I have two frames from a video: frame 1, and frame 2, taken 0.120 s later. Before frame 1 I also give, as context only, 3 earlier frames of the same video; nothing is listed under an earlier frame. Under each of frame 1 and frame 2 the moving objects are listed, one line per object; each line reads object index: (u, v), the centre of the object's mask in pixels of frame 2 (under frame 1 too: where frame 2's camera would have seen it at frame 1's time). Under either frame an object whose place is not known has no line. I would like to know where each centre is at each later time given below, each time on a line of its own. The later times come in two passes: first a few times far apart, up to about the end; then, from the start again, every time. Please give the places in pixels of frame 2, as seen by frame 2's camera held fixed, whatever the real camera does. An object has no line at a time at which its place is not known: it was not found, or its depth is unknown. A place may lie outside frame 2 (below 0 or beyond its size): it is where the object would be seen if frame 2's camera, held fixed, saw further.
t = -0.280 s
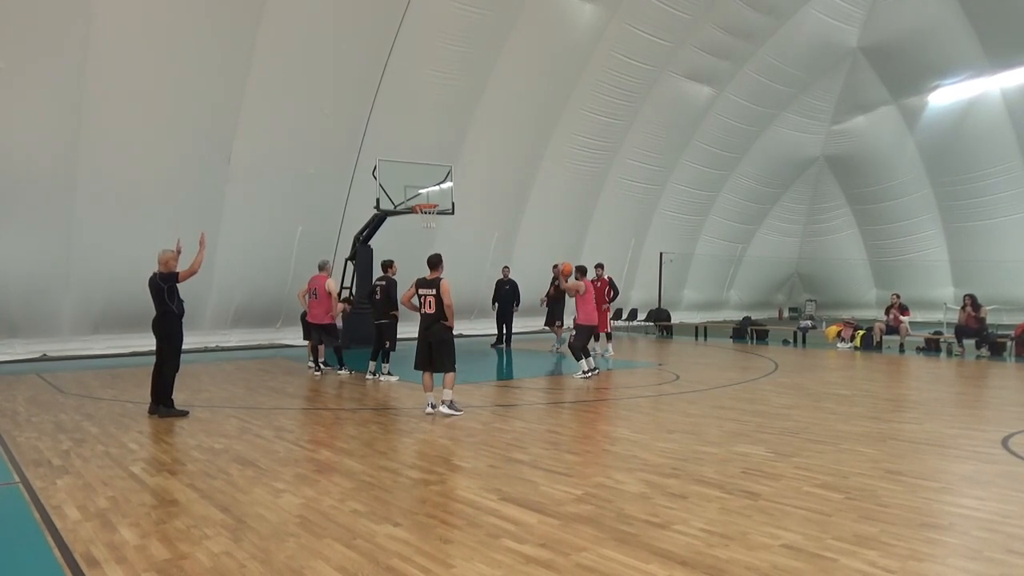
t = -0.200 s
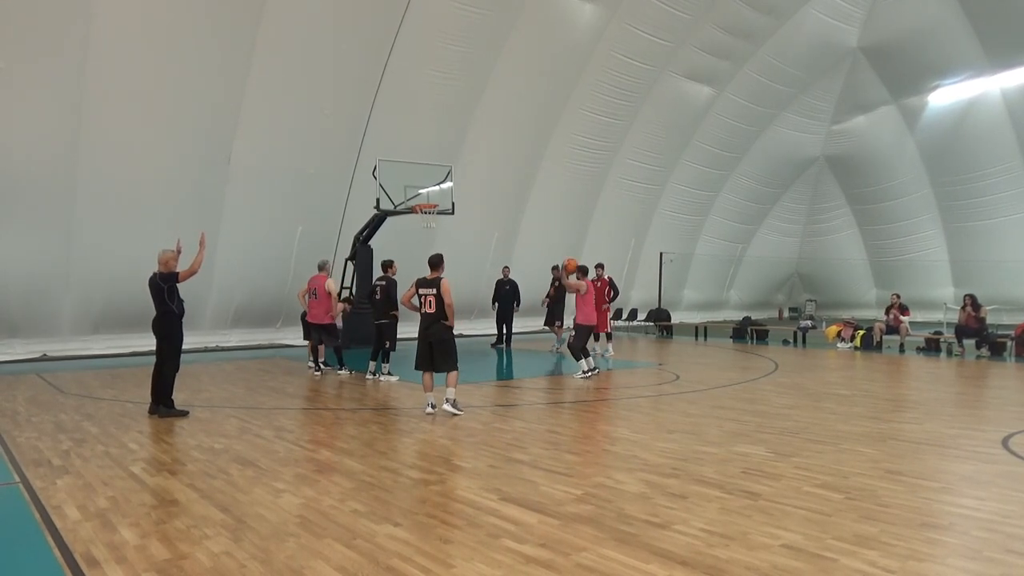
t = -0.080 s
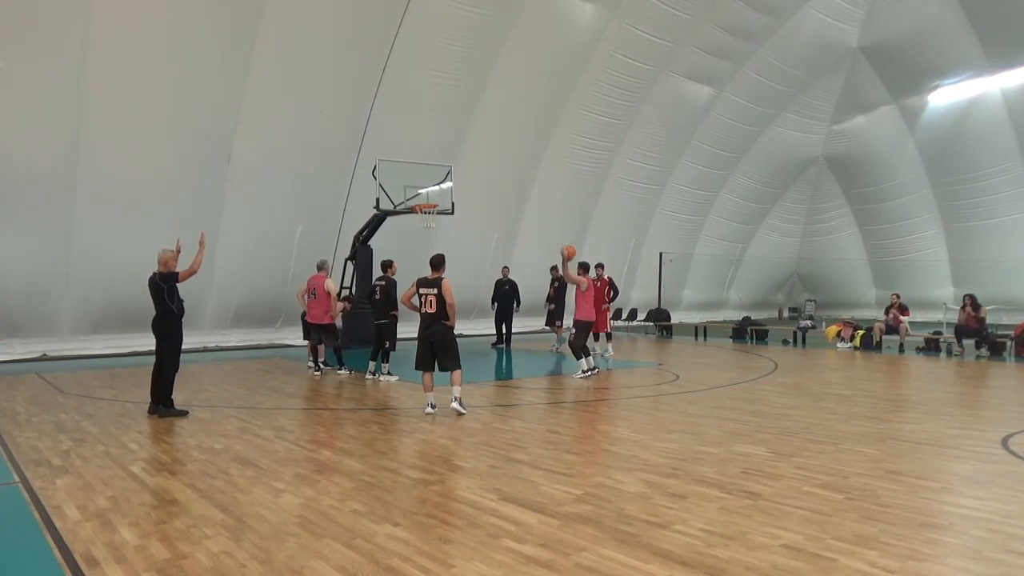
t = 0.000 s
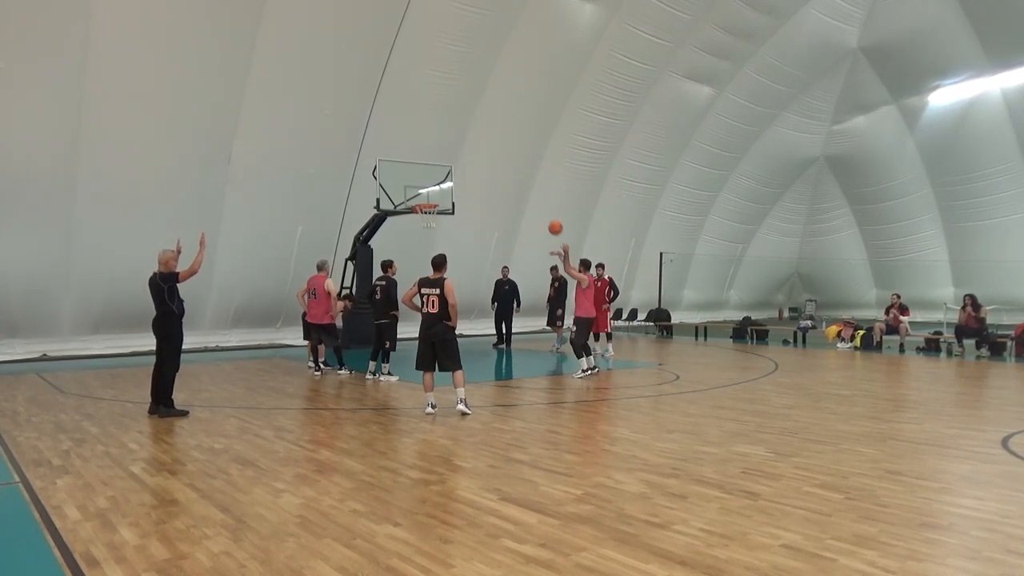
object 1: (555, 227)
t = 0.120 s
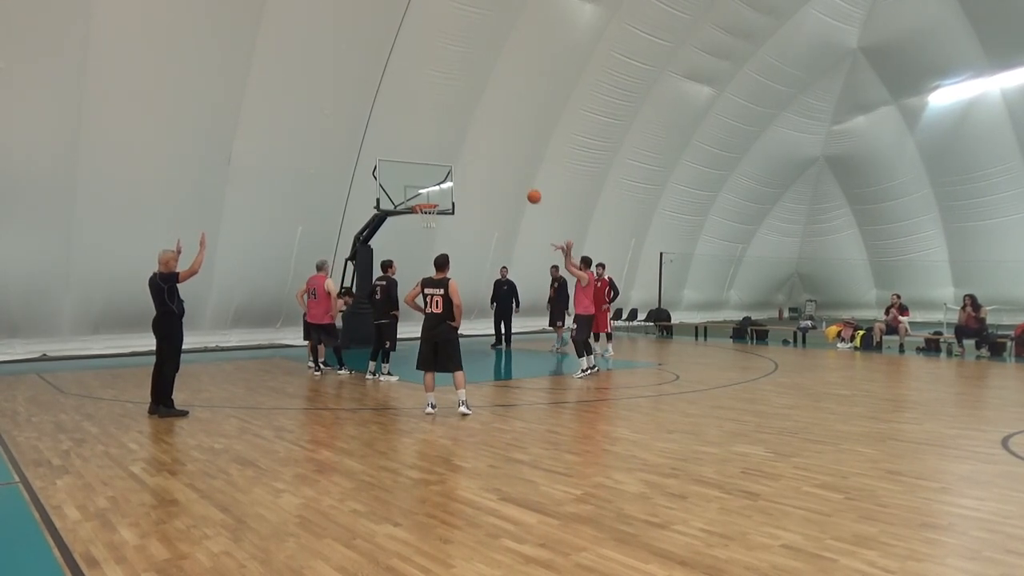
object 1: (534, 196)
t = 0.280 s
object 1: (507, 169)
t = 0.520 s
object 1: (473, 157)
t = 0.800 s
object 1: (437, 180)
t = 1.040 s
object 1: (435, 211)
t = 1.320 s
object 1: (430, 222)
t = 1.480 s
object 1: (427, 244)
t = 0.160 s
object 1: (527, 187)
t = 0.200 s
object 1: (520, 180)
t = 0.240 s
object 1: (514, 174)
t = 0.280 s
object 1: (507, 169)
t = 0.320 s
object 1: (501, 165)
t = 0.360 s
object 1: (495, 162)
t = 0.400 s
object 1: (489, 159)
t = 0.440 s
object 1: (483, 158)
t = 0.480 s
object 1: (478, 157)
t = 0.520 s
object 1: (473, 157)
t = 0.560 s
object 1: (467, 159)
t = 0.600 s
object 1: (462, 160)
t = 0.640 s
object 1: (457, 163)
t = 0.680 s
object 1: (451, 166)
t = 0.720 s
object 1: (446, 171)
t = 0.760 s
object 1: (441, 175)
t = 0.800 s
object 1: (437, 180)
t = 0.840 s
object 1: (432, 187)
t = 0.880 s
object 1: (428, 194)
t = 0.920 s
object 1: (423, 200)
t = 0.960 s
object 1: (425, 204)
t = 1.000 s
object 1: (433, 212)
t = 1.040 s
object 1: (435, 211)
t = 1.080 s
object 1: (435, 211)
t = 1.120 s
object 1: (435, 211)
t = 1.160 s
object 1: (434, 212)
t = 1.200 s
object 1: (434, 213)
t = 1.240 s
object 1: (433, 215)
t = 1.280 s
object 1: (431, 219)
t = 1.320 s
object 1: (430, 222)
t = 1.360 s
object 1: (429, 226)
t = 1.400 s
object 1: (428, 231)
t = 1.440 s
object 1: (427, 237)
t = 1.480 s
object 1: (427, 244)
